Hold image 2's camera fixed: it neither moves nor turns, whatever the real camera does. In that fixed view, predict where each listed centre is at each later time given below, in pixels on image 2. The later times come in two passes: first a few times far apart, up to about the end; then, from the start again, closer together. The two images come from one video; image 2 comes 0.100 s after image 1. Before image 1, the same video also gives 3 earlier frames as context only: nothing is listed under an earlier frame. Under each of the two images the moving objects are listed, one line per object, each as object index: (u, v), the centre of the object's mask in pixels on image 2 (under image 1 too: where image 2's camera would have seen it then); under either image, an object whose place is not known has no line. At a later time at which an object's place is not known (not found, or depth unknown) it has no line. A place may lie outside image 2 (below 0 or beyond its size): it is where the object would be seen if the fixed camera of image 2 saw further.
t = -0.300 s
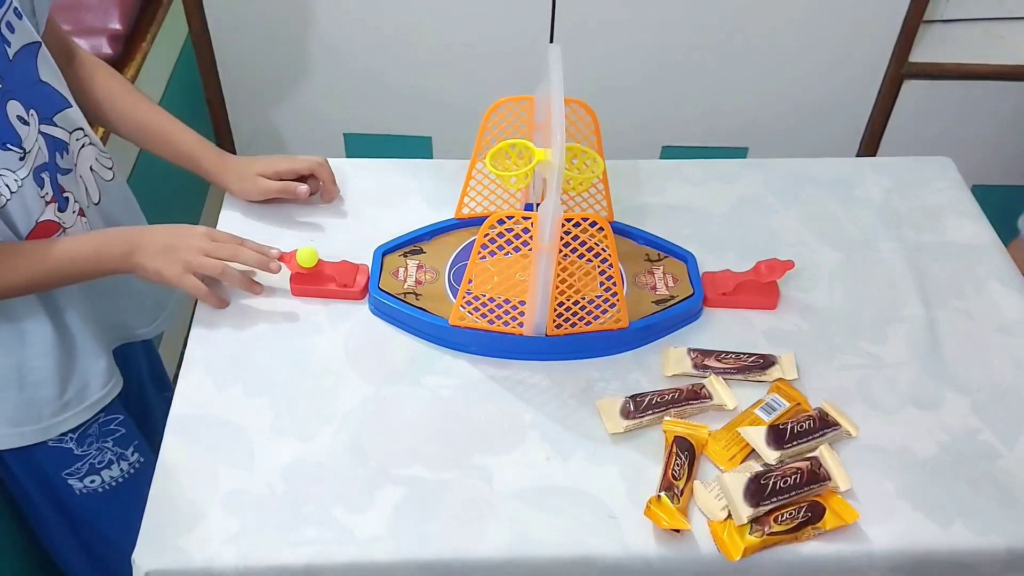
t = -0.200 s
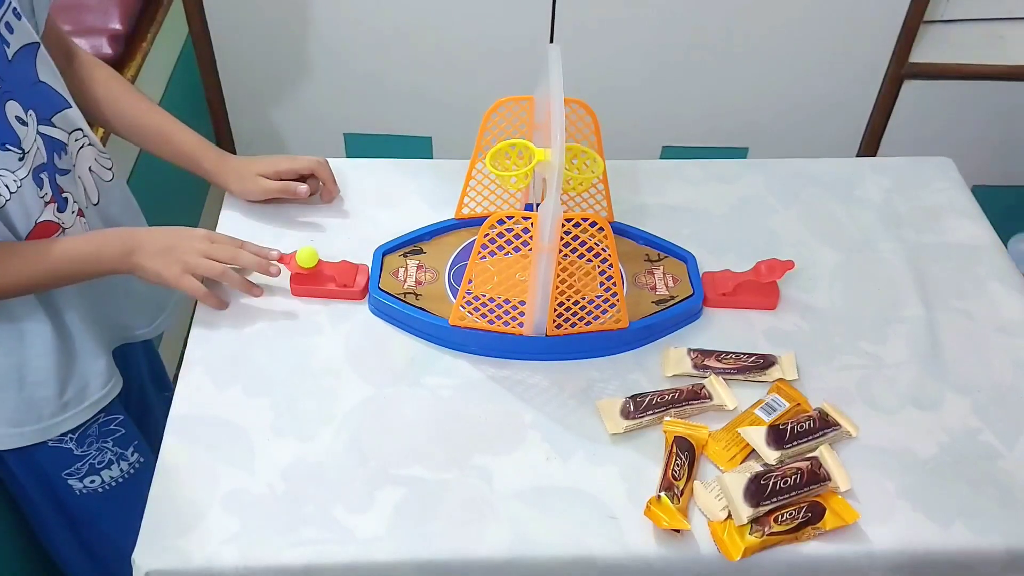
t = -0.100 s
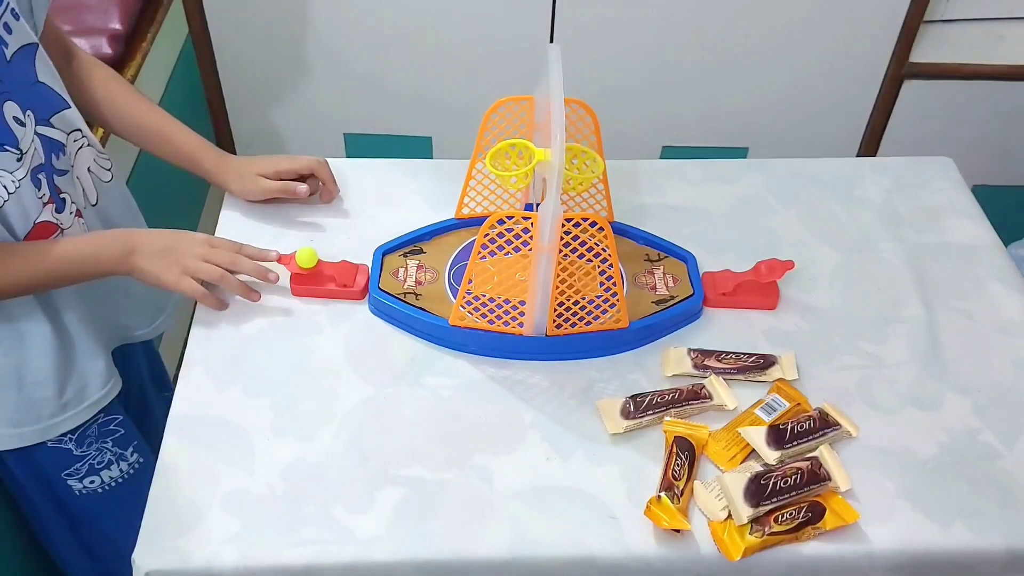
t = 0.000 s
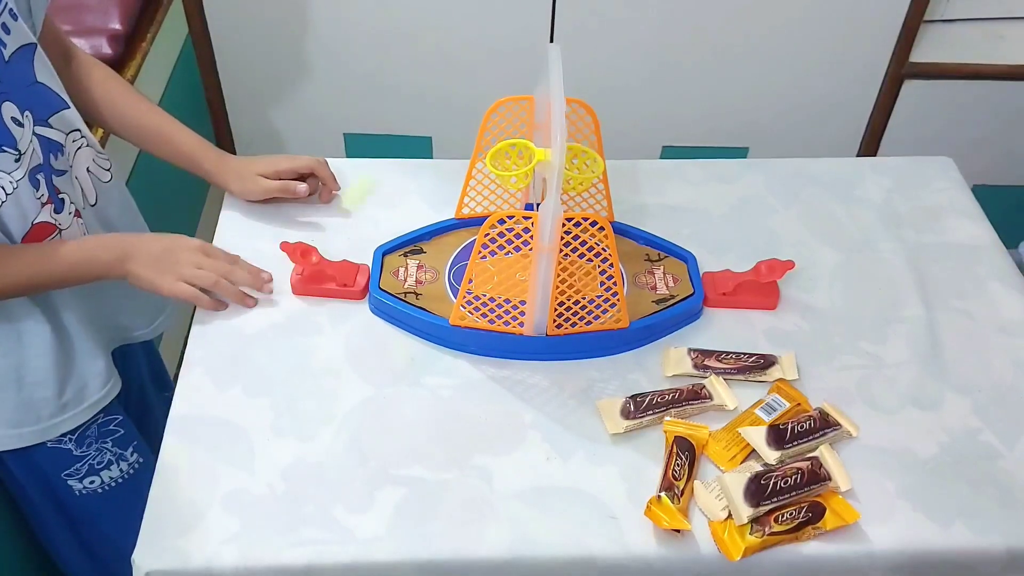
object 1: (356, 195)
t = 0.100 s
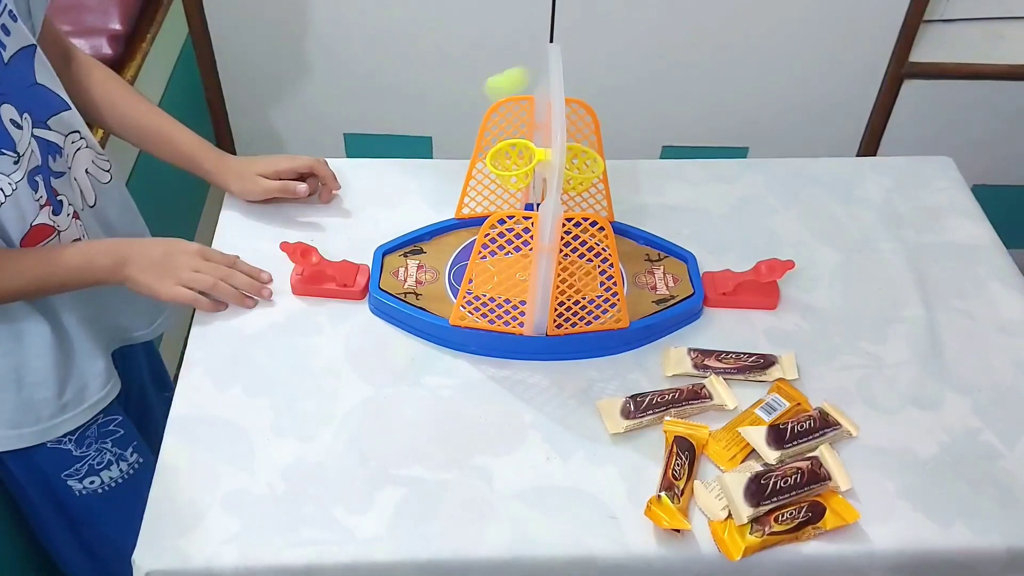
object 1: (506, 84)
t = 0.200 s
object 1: (677, 68)
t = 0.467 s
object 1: (1008, 227)
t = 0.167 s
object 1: (626, 60)
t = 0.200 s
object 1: (677, 68)
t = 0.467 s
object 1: (1008, 227)
